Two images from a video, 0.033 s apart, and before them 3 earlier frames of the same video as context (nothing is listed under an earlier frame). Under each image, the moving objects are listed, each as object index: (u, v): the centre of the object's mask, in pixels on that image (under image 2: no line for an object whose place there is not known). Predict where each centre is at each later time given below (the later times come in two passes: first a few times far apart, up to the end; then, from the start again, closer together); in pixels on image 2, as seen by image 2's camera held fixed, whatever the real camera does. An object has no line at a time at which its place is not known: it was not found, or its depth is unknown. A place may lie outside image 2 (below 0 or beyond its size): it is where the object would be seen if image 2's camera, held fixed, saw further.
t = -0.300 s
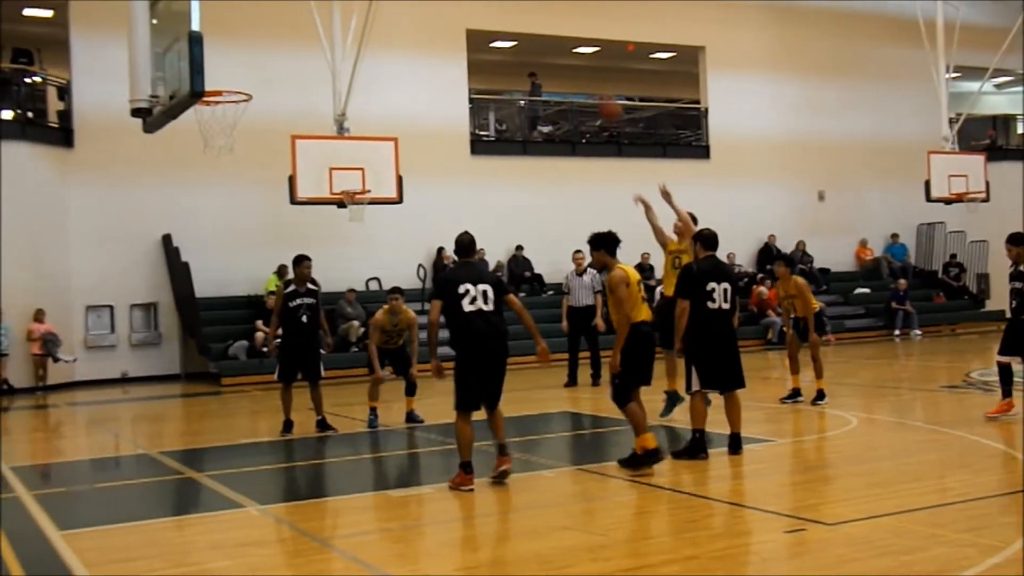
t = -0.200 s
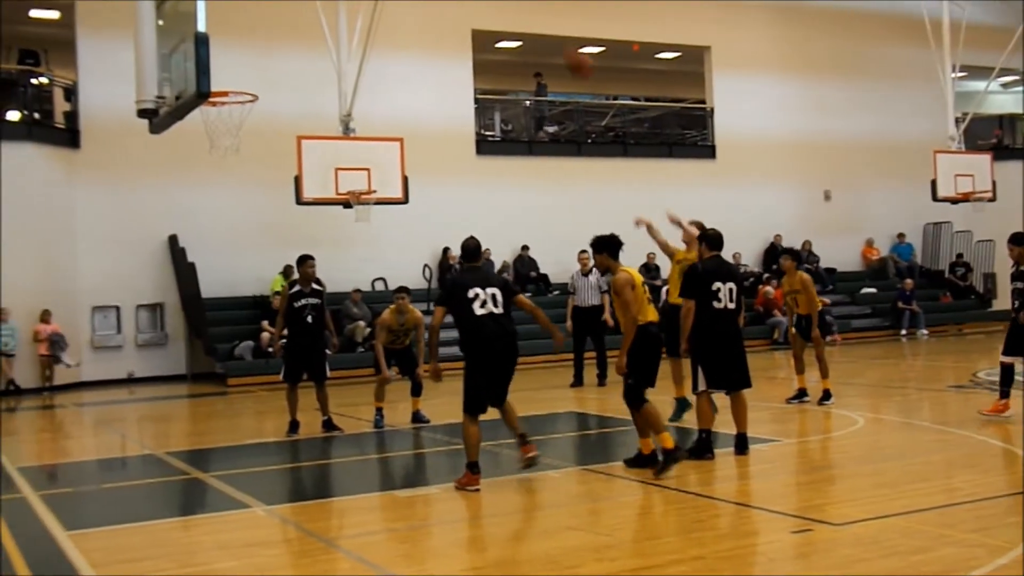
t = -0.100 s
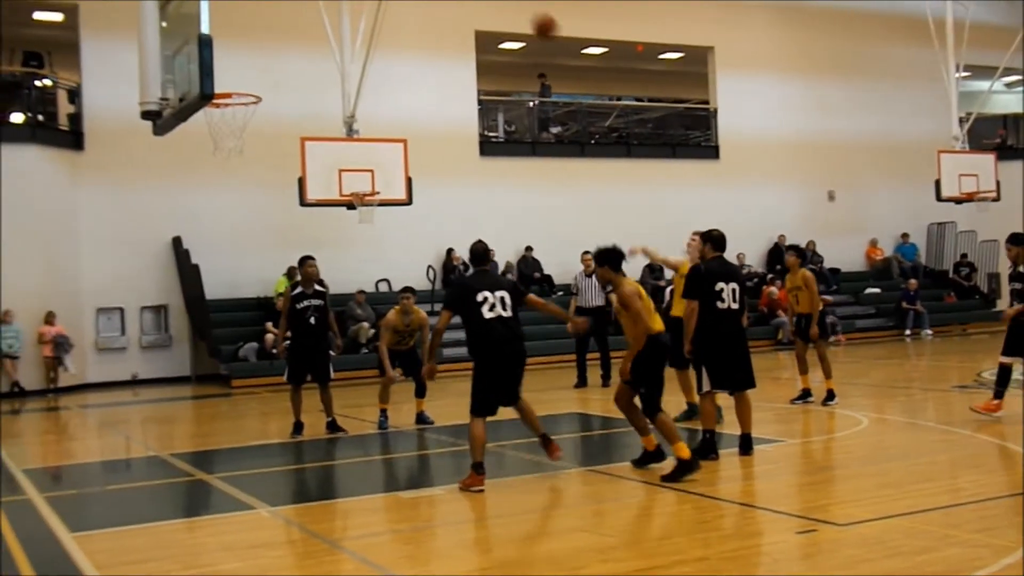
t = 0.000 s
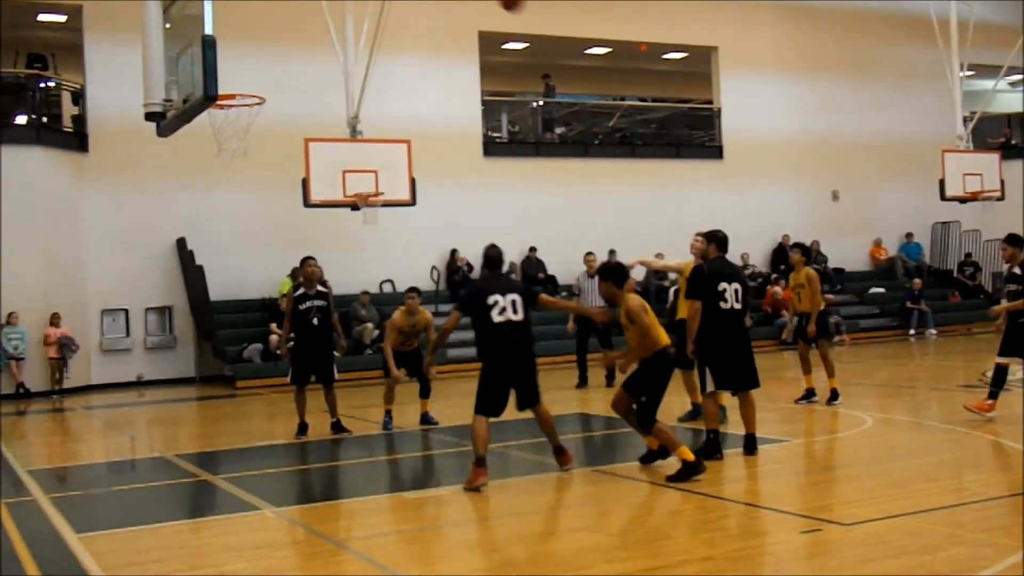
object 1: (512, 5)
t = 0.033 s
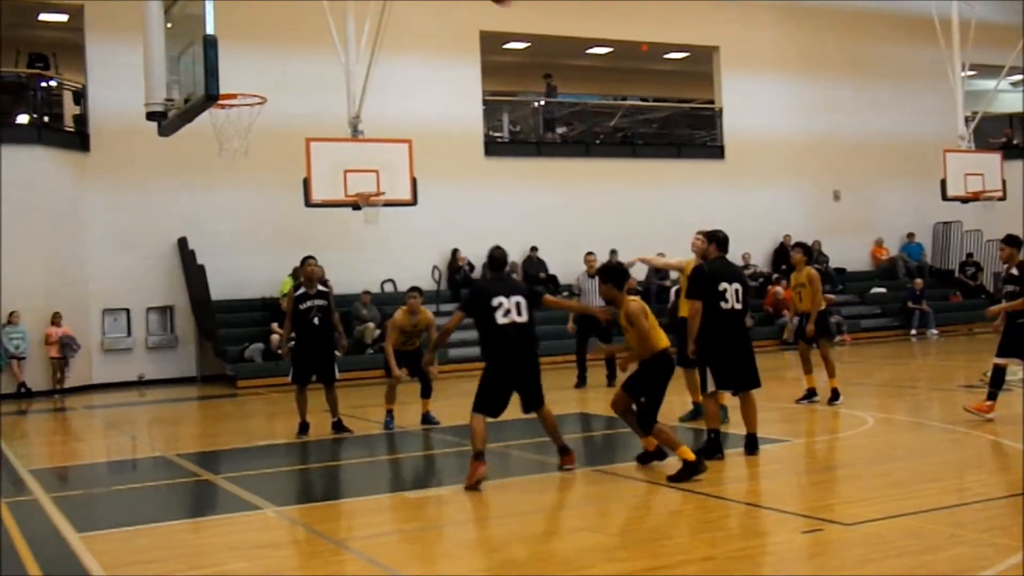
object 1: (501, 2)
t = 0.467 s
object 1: (334, 8)
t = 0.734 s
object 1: (229, 128)
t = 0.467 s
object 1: (334, 8)
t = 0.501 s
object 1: (321, 17)
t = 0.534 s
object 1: (308, 28)
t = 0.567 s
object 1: (294, 40)
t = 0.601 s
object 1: (282, 55)
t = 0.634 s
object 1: (269, 70)
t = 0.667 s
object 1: (258, 83)
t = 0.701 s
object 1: (244, 109)
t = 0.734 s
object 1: (229, 128)
